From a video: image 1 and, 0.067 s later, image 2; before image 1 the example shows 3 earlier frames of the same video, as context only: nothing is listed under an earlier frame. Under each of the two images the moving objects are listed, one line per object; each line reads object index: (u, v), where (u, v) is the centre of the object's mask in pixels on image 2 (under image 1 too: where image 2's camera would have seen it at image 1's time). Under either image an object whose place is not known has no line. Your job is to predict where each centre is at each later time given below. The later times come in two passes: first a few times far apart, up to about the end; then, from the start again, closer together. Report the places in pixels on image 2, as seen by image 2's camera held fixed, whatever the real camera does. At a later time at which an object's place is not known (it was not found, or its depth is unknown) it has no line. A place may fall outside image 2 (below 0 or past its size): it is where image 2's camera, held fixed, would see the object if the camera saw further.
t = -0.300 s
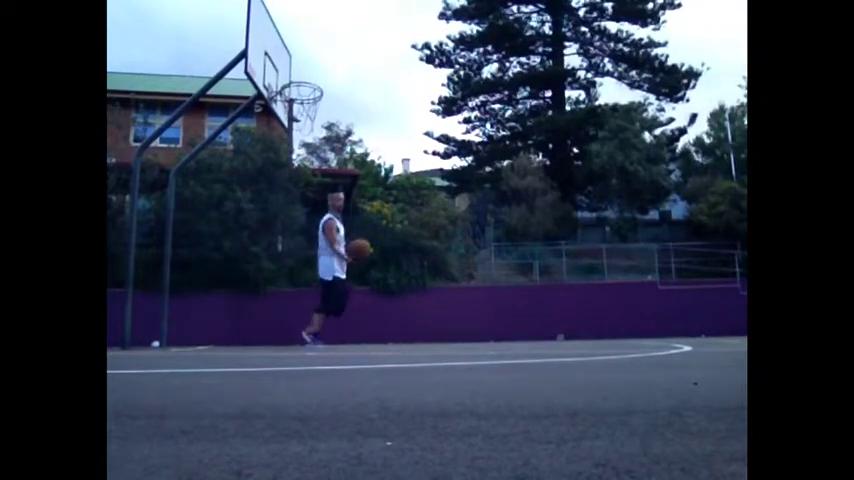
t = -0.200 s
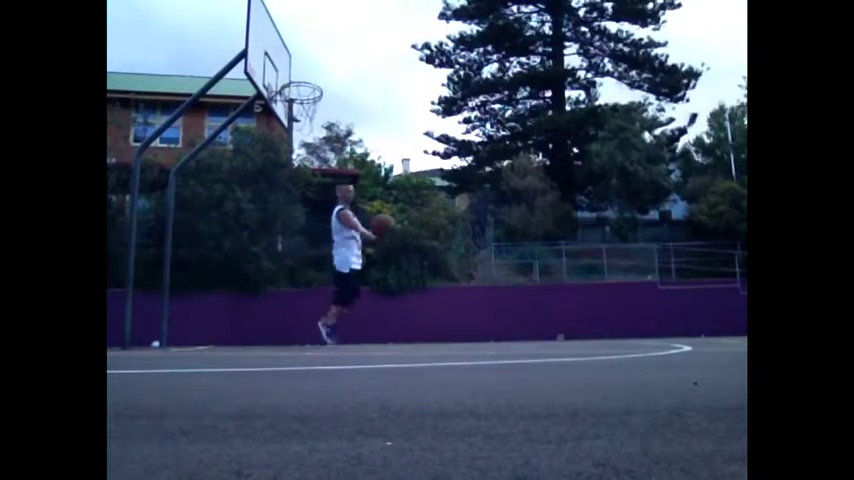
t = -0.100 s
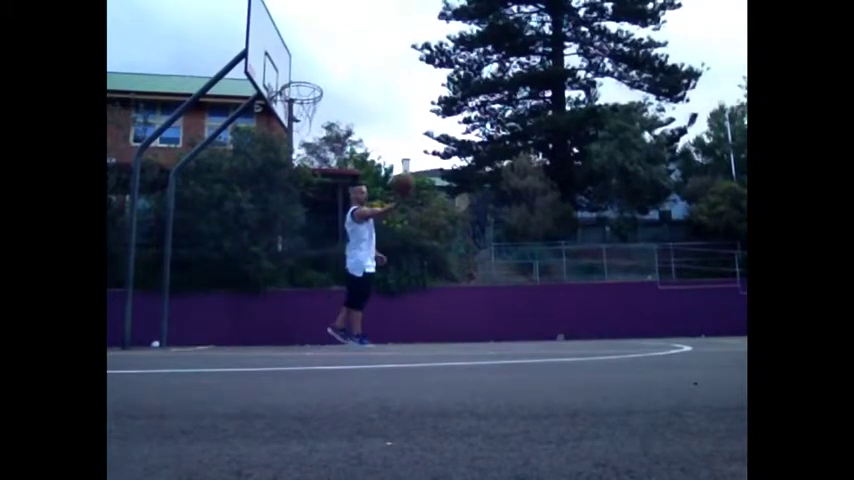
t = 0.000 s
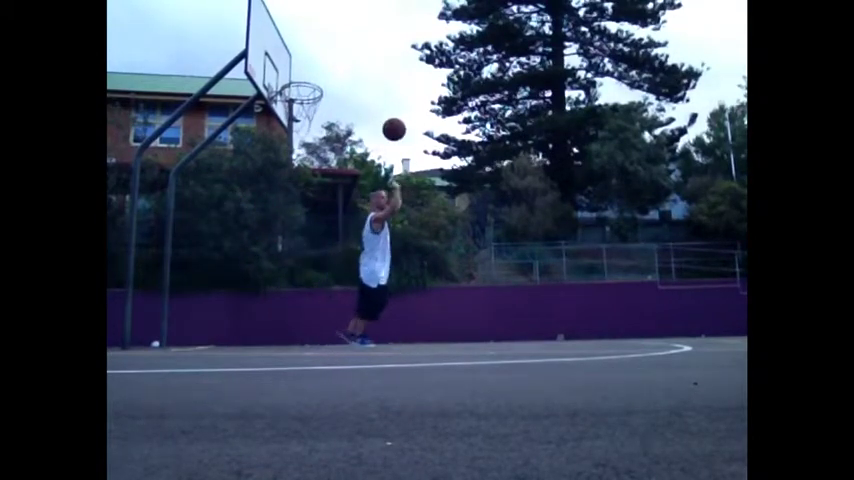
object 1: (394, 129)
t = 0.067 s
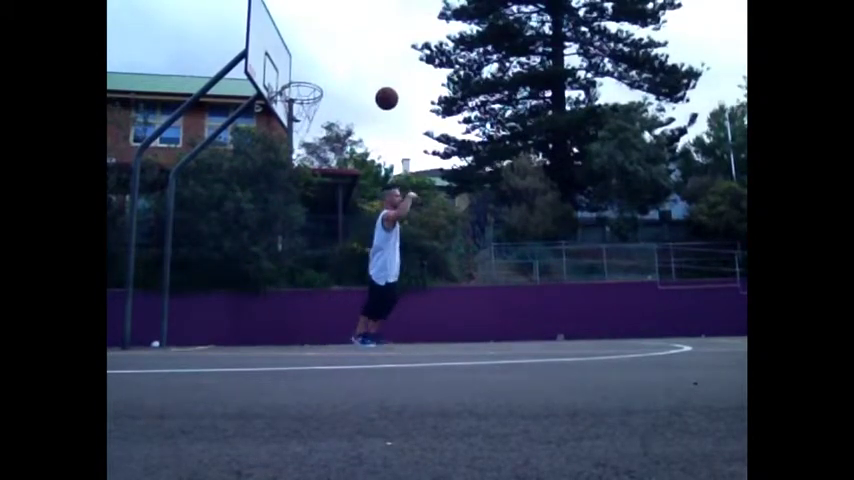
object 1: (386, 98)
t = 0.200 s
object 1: (373, 50)
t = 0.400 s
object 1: (354, 9)
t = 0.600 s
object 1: (338, 6)
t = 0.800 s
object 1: (321, 27)
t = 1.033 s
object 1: (303, 96)
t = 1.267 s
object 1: (291, 205)
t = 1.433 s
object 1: (277, 321)
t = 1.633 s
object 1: (281, 244)
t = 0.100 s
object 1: (383, 84)
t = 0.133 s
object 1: (379, 72)
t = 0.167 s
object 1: (376, 60)
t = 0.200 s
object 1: (373, 50)
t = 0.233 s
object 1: (369, 40)
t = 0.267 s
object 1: (366, 32)
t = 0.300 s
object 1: (363, 25)
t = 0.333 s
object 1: (360, 19)
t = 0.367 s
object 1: (357, 13)
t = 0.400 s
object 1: (354, 9)
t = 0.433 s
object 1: (351, 8)
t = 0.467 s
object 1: (348, 6)
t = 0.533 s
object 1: (343, 5)
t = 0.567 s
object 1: (340, 5)
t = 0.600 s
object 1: (338, 6)
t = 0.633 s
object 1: (335, 7)
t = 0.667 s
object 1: (332, 8)
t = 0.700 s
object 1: (329, 10)
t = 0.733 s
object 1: (327, 15)
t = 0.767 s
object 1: (324, 20)
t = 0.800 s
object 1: (321, 27)
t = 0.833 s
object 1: (318, 34)
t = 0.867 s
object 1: (316, 42)
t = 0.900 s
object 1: (313, 51)
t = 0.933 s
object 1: (311, 61)
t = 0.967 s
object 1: (308, 71)
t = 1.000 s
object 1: (306, 83)
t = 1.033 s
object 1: (303, 96)
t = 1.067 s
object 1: (299, 109)
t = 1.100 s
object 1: (299, 124)
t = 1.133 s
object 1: (296, 139)
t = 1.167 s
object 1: (294, 156)
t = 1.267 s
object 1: (291, 205)
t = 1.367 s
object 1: (282, 271)
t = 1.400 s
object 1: (279, 293)
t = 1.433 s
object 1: (277, 321)
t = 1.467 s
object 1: (276, 328)
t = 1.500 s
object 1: (277, 313)
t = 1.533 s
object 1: (278, 294)
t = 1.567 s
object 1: (279, 276)
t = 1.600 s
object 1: (281, 258)
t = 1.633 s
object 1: (281, 244)
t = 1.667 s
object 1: (283, 230)
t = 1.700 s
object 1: (287, 217)
